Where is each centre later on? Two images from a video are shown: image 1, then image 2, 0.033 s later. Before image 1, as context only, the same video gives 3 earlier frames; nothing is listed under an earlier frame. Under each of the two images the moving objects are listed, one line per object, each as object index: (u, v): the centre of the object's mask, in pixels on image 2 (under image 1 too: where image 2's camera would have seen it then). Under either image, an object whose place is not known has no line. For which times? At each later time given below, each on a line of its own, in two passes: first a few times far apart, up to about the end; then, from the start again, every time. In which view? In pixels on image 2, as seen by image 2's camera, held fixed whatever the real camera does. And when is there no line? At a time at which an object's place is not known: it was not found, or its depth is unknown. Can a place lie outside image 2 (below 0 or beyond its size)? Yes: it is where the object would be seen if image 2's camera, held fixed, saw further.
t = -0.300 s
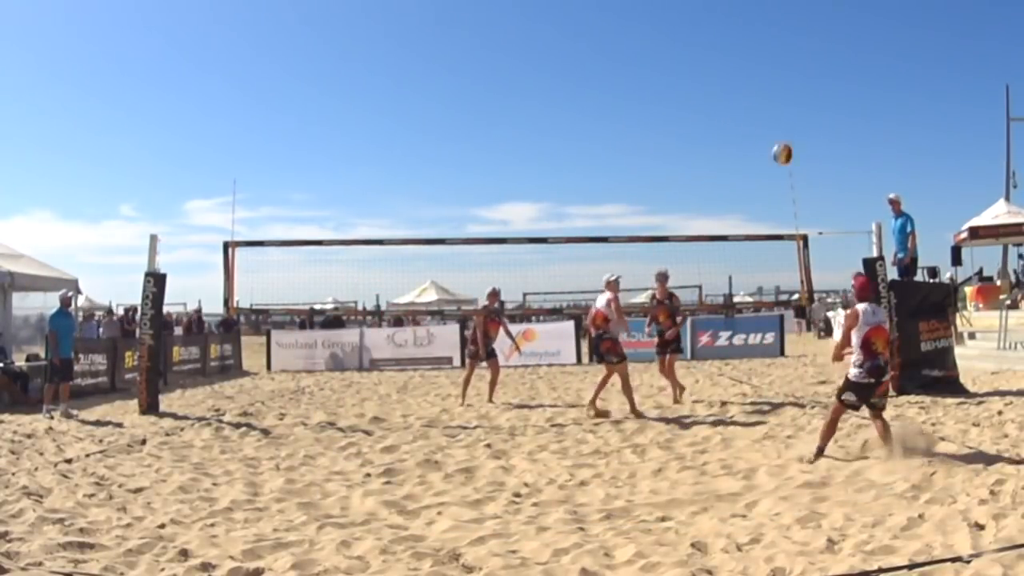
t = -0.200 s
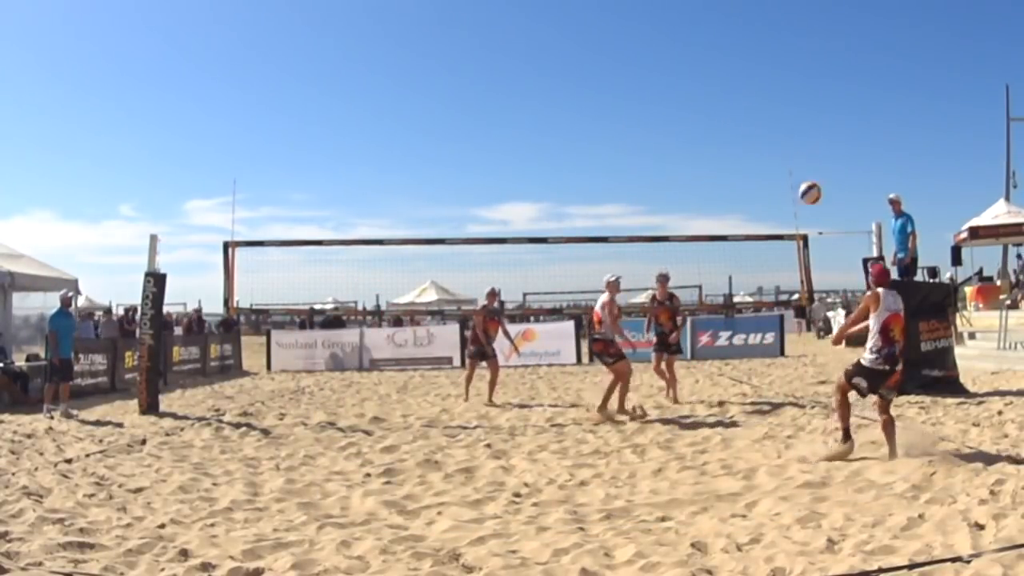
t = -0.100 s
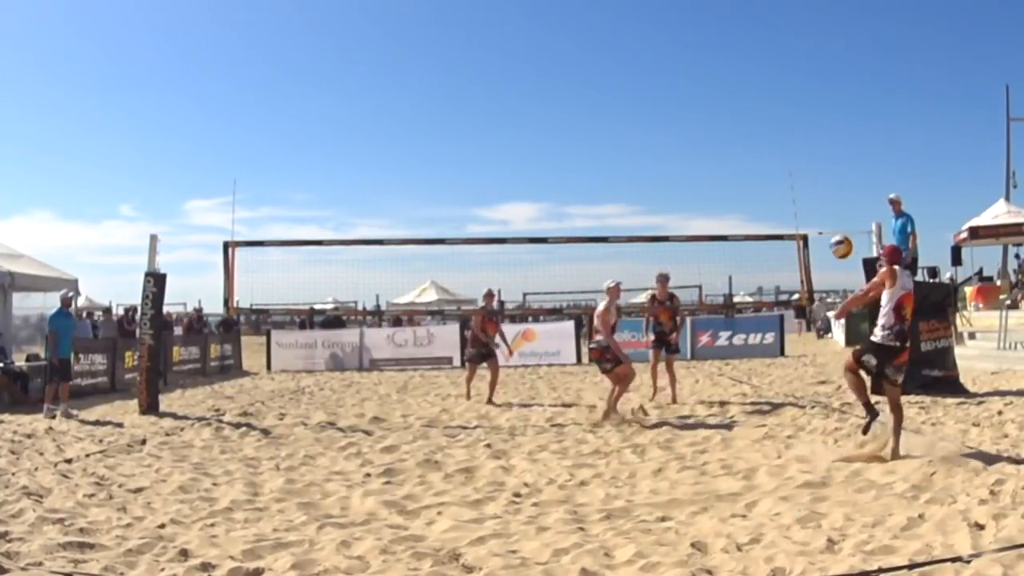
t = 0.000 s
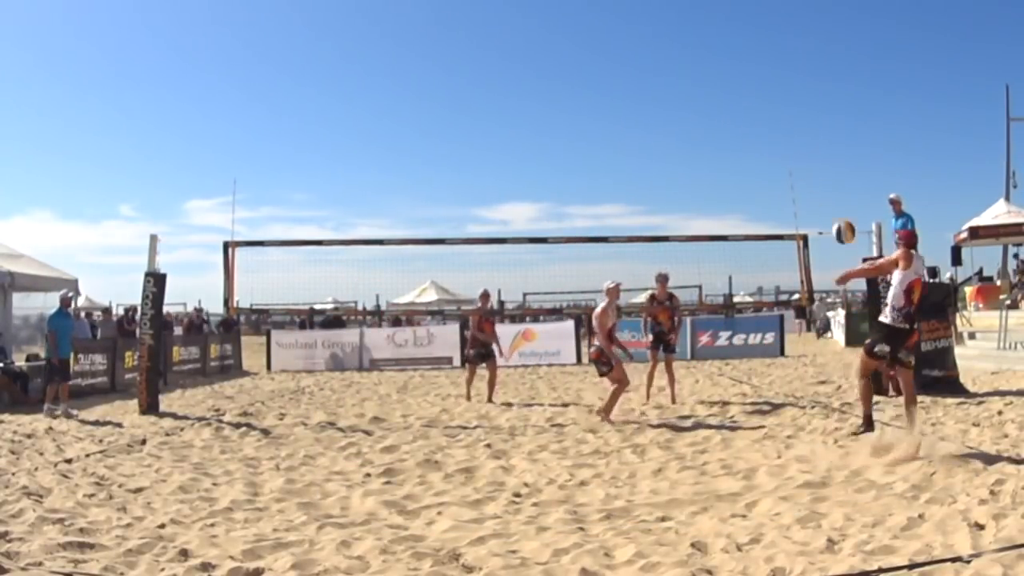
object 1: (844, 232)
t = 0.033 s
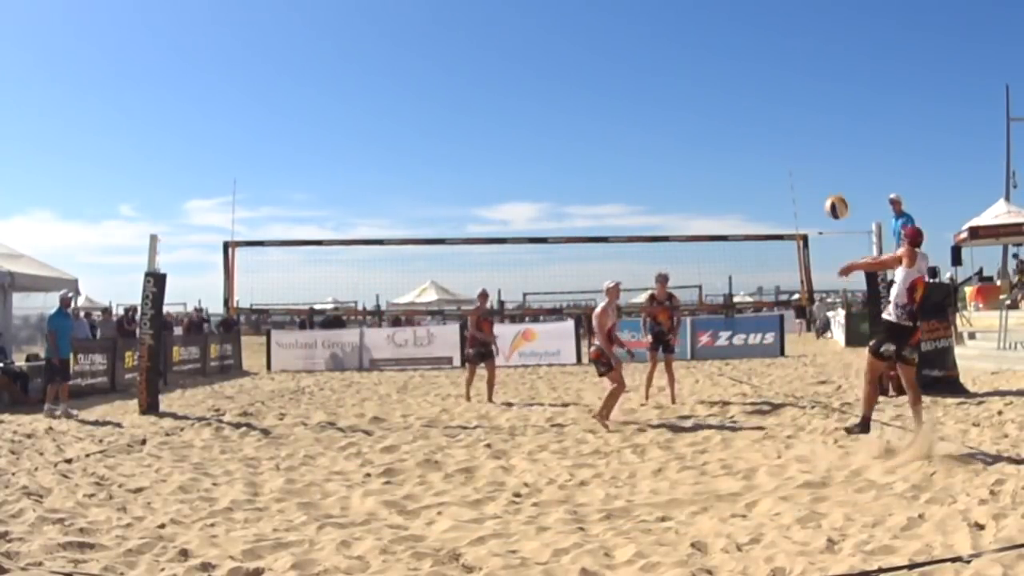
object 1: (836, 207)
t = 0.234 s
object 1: (791, 94)
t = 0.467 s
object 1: (749, 25)
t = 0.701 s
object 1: (715, 10)
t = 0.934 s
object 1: (688, 43)
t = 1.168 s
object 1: (666, 125)
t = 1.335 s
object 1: (652, 212)
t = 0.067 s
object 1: (829, 184)
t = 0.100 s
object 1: (821, 163)
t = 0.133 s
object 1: (813, 143)
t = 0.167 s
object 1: (806, 125)
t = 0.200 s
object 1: (798, 109)
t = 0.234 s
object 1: (791, 94)
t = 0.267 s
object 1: (784, 80)
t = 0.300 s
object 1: (778, 68)
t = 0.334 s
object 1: (771, 56)
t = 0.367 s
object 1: (766, 47)
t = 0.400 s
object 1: (760, 38)
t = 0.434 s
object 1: (755, 31)
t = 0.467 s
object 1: (749, 25)
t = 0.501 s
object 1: (744, 19)
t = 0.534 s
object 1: (739, 15)
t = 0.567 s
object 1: (734, 12)
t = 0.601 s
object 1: (729, 10)
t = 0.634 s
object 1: (725, 9)
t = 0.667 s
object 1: (719, 9)
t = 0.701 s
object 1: (715, 10)
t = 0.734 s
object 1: (711, 11)
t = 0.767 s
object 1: (707, 15)
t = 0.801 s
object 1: (704, 18)
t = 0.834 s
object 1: (700, 23)
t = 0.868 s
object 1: (695, 29)
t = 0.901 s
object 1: (692, 36)
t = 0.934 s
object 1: (688, 43)
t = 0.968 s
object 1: (685, 53)
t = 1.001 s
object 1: (682, 62)
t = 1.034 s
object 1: (678, 73)
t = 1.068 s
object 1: (675, 84)
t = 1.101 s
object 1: (672, 97)
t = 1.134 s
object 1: (669, 111)
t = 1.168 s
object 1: (666, 125)
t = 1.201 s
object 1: (663, 141)
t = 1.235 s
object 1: (660, 157)
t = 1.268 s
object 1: (657, 174)
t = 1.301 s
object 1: (655, 192)
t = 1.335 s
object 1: (652, 212)
